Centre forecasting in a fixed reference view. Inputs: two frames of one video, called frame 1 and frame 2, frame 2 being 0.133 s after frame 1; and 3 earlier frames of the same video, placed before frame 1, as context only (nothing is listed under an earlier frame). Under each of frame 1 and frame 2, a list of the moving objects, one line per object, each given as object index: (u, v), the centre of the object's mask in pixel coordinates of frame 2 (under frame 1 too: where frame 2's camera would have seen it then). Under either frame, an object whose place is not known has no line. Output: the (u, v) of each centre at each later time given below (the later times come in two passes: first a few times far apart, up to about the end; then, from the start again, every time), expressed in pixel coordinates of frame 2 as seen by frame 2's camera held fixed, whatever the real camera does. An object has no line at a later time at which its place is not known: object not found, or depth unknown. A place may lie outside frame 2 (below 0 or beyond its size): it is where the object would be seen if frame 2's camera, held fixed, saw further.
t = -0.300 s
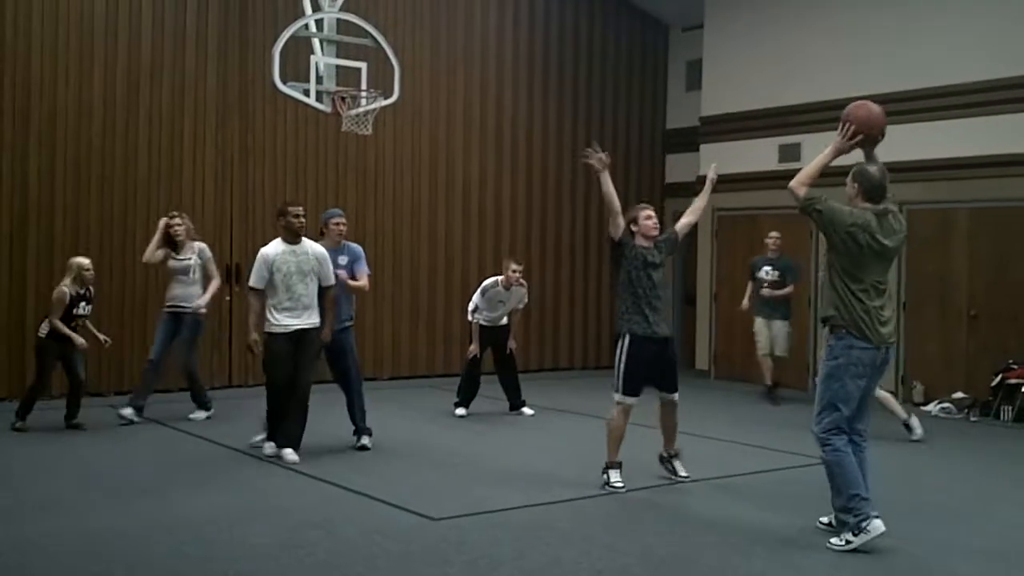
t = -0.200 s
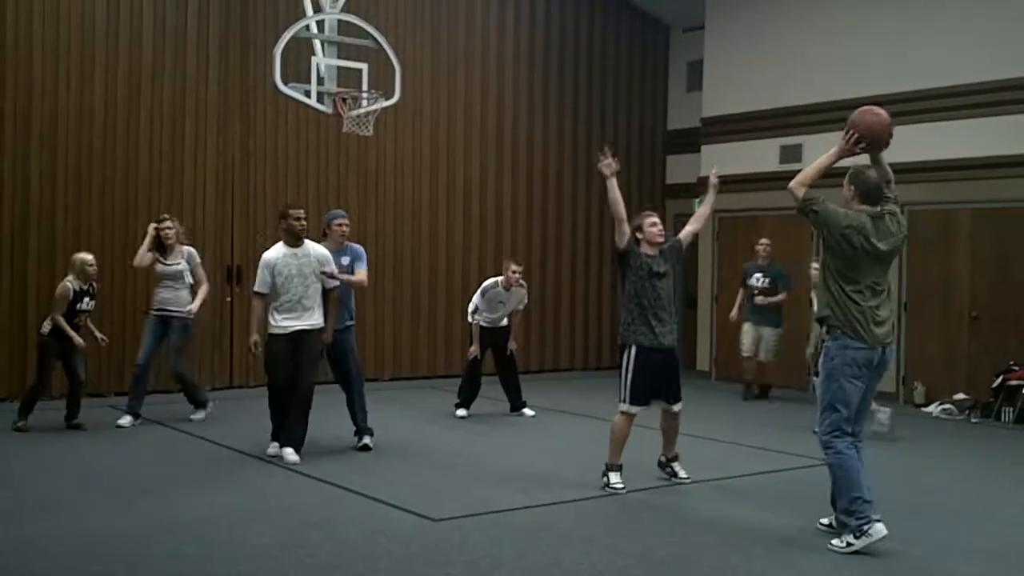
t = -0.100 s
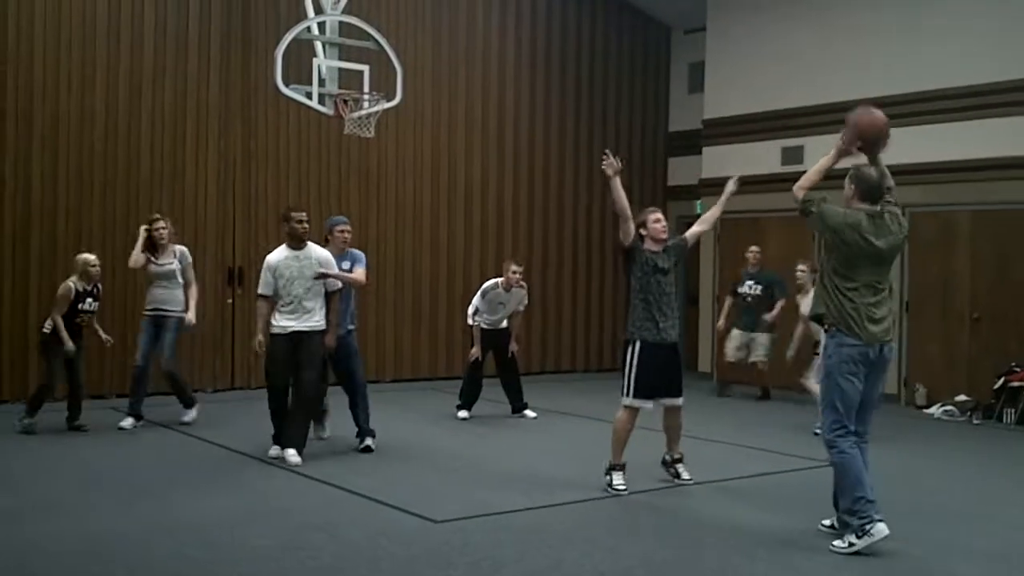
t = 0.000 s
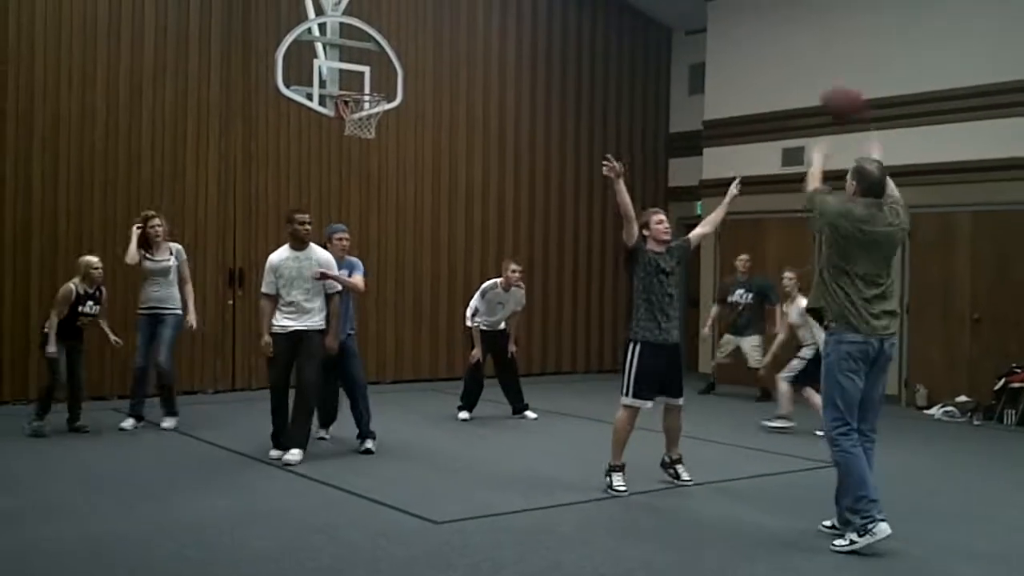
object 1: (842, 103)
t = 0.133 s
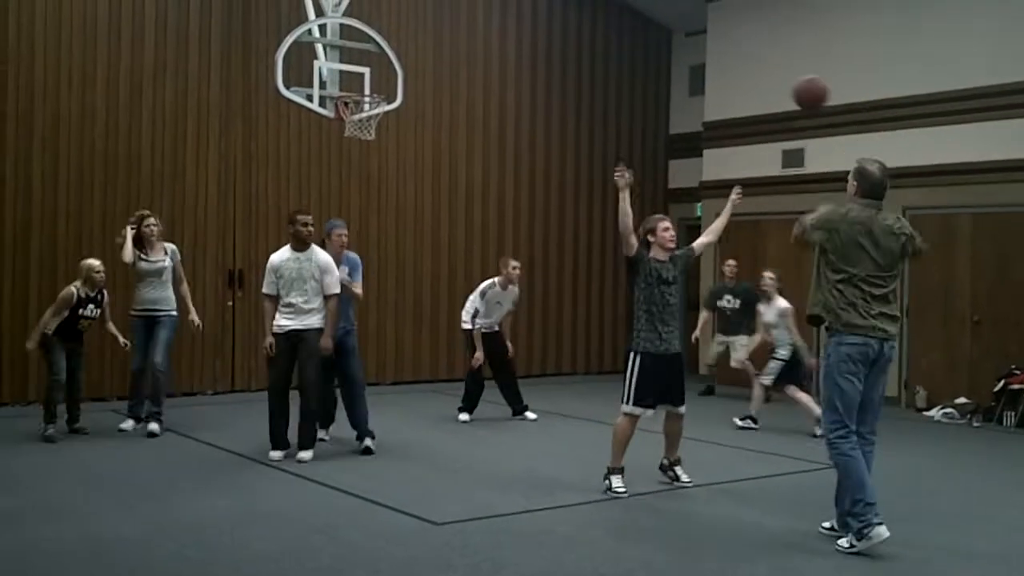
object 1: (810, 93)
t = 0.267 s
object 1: (788, 103)
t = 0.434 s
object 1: (765, 145)
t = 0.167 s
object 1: (804, 93)
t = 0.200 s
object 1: (798, 96)
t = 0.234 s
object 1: (793, 100)
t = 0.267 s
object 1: (788, 103)
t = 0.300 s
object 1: (782, 113)
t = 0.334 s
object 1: (778, 118)
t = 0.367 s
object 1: (773, 124)
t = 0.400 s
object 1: (769, 136)
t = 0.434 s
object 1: (765, 145)
